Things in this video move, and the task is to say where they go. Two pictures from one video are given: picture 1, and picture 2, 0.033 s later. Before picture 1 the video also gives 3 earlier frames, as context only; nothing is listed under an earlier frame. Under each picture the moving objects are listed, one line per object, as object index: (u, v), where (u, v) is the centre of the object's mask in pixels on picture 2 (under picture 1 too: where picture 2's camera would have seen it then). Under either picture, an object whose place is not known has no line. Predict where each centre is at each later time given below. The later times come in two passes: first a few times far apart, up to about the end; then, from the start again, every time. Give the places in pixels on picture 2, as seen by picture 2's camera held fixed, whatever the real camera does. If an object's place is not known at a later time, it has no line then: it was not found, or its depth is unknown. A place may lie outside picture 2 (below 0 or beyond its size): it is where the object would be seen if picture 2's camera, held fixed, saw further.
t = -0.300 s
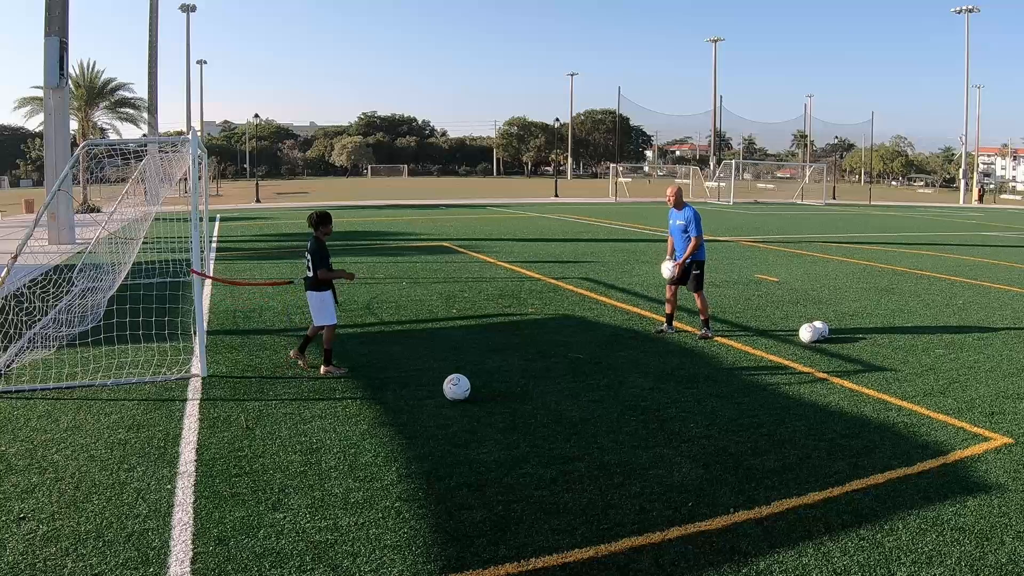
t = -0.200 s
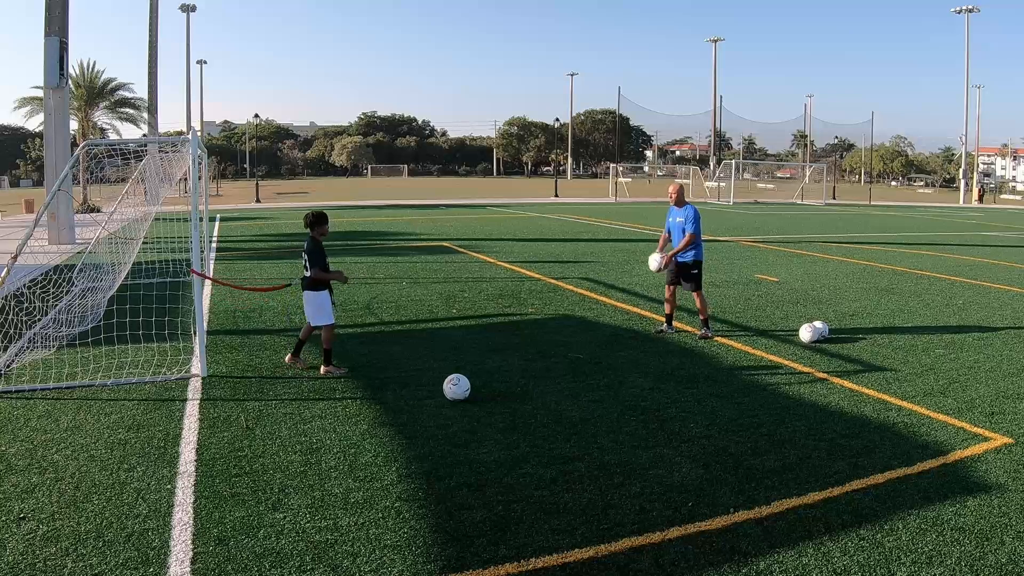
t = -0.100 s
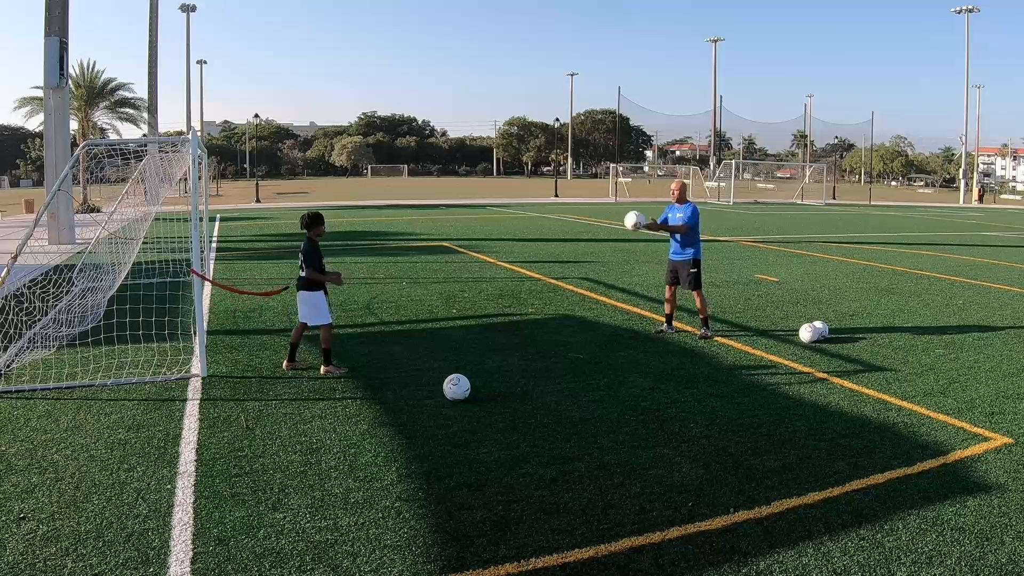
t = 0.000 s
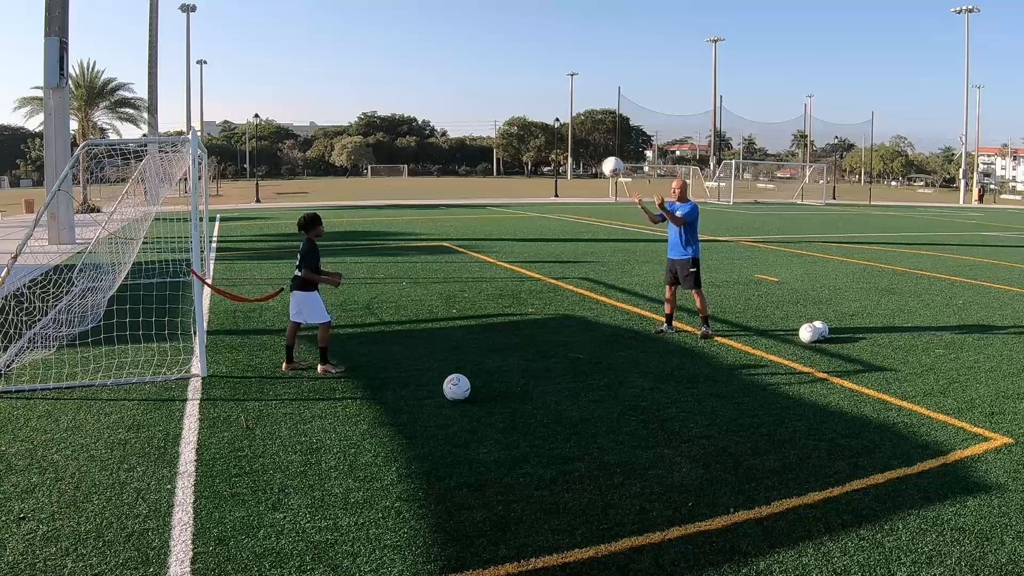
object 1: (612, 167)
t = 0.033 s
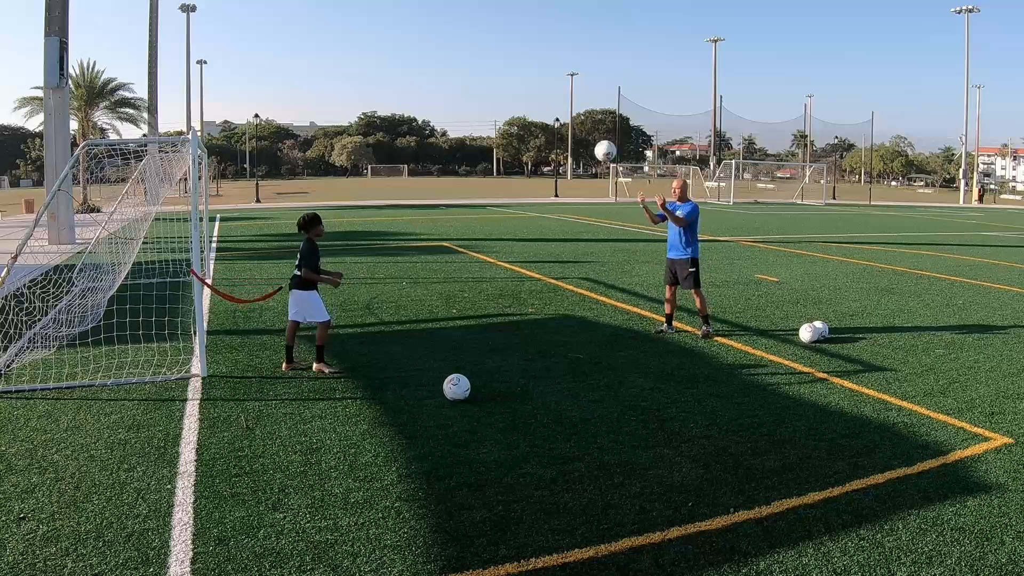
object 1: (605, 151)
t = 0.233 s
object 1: (559, 74)
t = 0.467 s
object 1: (503, 33)
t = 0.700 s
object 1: (443, 45)
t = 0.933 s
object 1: (381, 116)
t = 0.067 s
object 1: (598, 136)
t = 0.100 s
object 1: (590, 121)
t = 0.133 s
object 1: (582, 108)
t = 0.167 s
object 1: (574, 96)
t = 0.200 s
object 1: (567, 85)
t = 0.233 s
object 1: (559, 74)
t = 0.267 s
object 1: (551, 66)
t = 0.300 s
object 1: (543, 57)
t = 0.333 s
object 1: (535, 50)
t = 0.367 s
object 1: (527, 44)
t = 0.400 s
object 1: (519, 40)
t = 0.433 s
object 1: (511, 36)
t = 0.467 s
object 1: (503, 33)
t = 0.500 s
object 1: (494, 31)
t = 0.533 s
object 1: (486, 31)
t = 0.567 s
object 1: (477, 31)
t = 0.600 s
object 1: (469, 33)
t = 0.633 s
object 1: (460, 36)
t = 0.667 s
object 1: (452, 40)
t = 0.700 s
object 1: (443, 45)
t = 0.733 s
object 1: (434, 52)
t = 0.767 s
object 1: (426, 59)
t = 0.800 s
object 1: (417, 68)
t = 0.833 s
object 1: (408, 78)
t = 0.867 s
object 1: (399, 89)
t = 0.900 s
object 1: (390, 102)
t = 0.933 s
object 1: (381, 116)
